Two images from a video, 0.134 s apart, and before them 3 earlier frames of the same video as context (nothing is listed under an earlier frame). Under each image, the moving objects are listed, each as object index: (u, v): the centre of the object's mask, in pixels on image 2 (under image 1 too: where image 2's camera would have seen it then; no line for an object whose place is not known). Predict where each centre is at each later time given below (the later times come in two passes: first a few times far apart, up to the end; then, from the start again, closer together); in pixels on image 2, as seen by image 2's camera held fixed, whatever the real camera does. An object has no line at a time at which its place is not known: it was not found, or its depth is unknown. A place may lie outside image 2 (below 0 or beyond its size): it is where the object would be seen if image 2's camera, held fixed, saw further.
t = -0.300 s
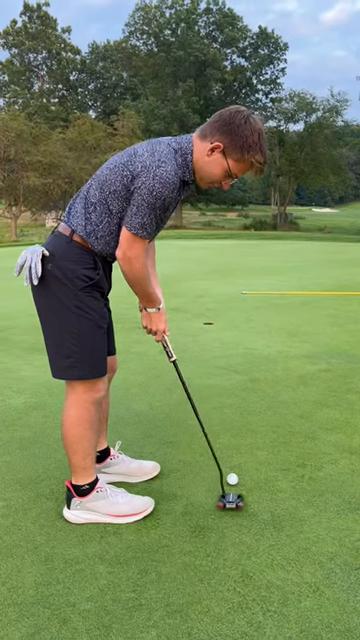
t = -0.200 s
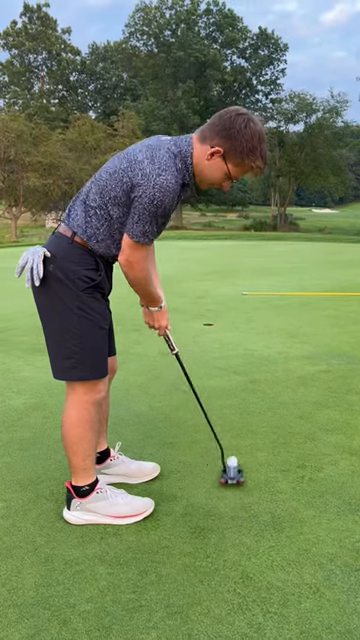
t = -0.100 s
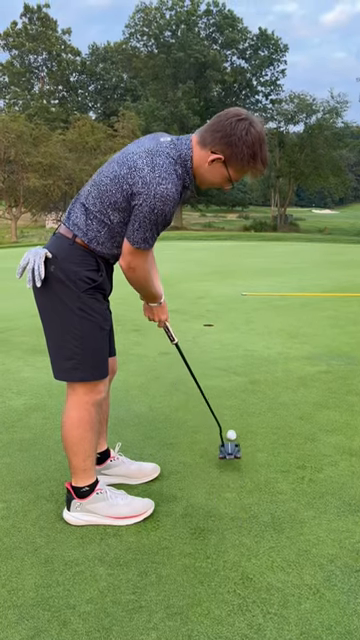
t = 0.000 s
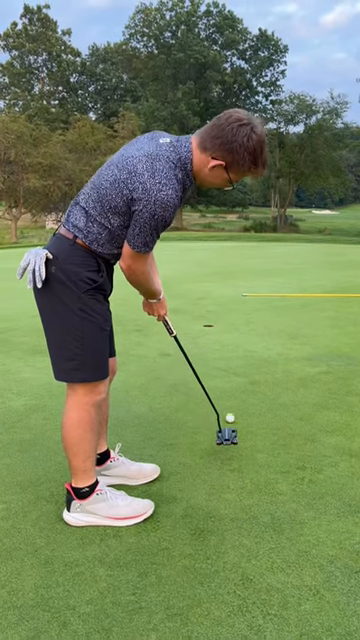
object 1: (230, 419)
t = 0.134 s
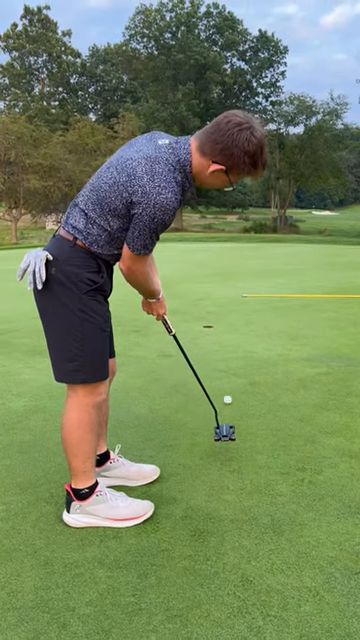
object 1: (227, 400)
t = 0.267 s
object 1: (225, 385)
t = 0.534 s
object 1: (220, 362)
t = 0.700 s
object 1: (216, 351)
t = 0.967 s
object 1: (211, 338)
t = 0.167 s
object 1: (227, 396)
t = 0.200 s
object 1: (226, 392)
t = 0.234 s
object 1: (225, 388)
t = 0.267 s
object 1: (225, 385)
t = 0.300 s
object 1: (224, 381)
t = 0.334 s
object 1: (224, 378)
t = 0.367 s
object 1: (223, 375)
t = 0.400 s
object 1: (222, 373)
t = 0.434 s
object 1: (222, 370)
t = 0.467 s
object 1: (221, 367)
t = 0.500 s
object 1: (220, 365)
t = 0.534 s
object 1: (220, 362)
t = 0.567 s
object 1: (219, 360)
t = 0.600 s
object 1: (219, 358)
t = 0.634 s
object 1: (218, 356)
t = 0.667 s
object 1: (217, 354)
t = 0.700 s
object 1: (216, 351)
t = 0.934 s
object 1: (211, 339)
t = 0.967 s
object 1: (211, 338)
